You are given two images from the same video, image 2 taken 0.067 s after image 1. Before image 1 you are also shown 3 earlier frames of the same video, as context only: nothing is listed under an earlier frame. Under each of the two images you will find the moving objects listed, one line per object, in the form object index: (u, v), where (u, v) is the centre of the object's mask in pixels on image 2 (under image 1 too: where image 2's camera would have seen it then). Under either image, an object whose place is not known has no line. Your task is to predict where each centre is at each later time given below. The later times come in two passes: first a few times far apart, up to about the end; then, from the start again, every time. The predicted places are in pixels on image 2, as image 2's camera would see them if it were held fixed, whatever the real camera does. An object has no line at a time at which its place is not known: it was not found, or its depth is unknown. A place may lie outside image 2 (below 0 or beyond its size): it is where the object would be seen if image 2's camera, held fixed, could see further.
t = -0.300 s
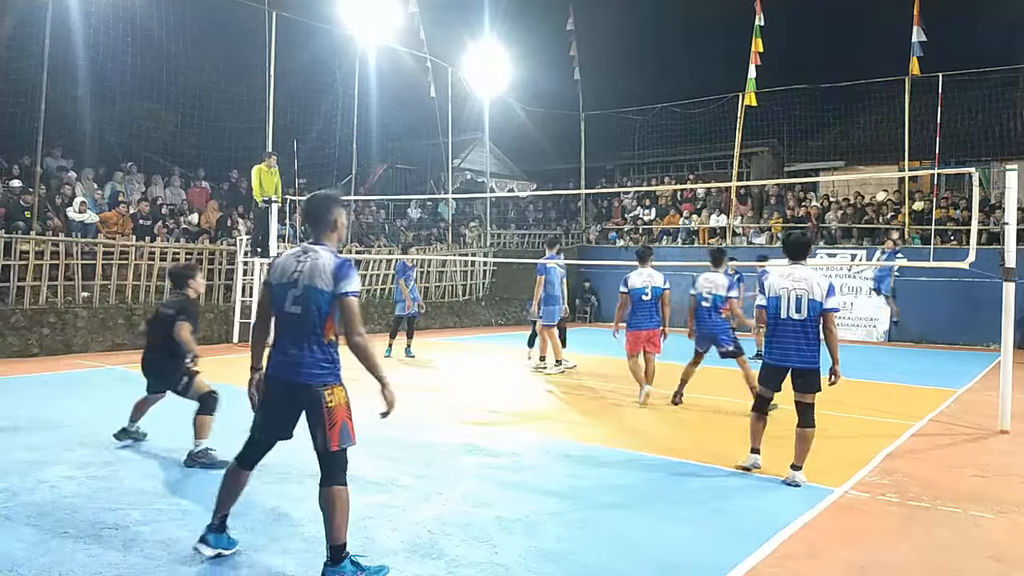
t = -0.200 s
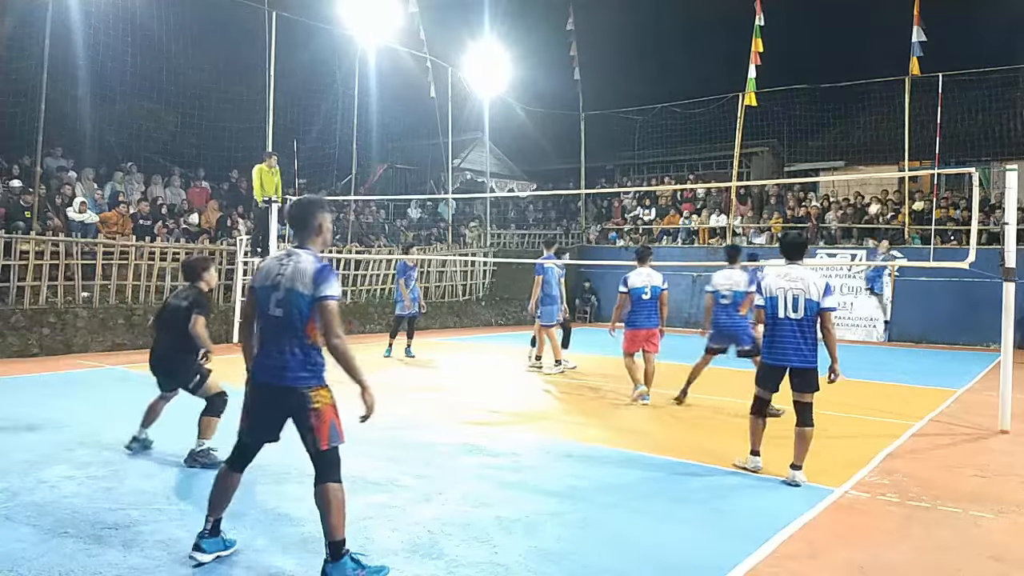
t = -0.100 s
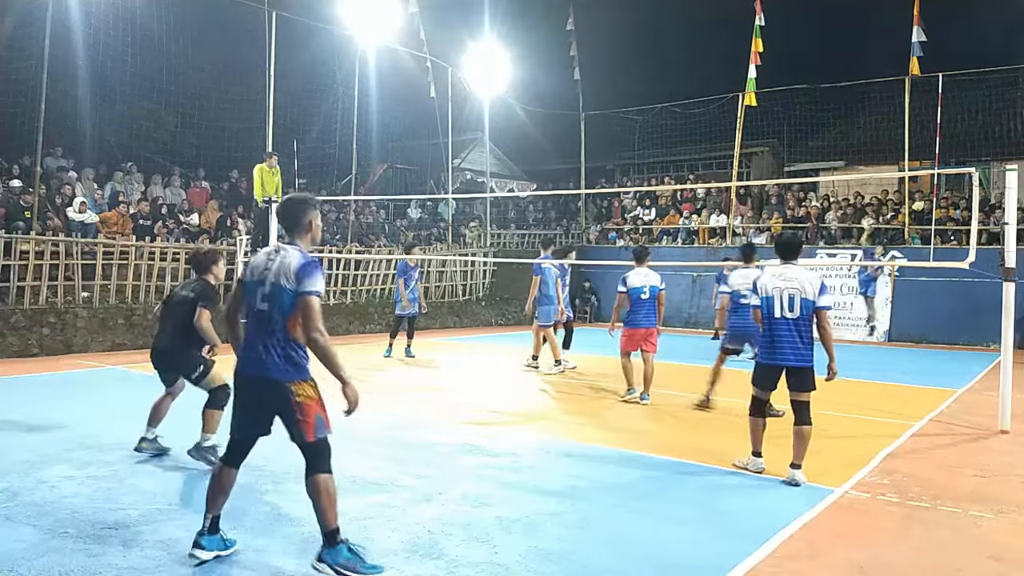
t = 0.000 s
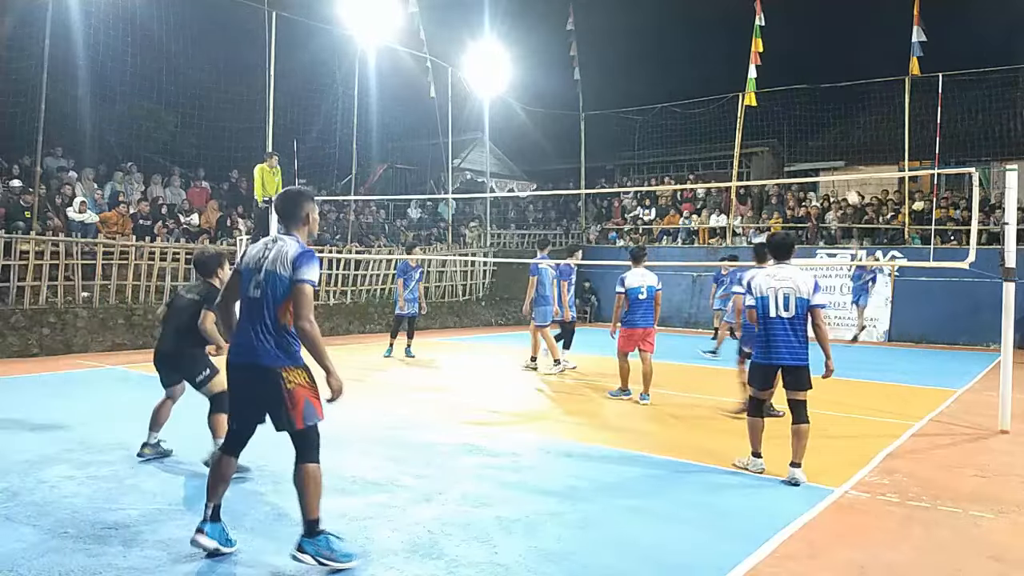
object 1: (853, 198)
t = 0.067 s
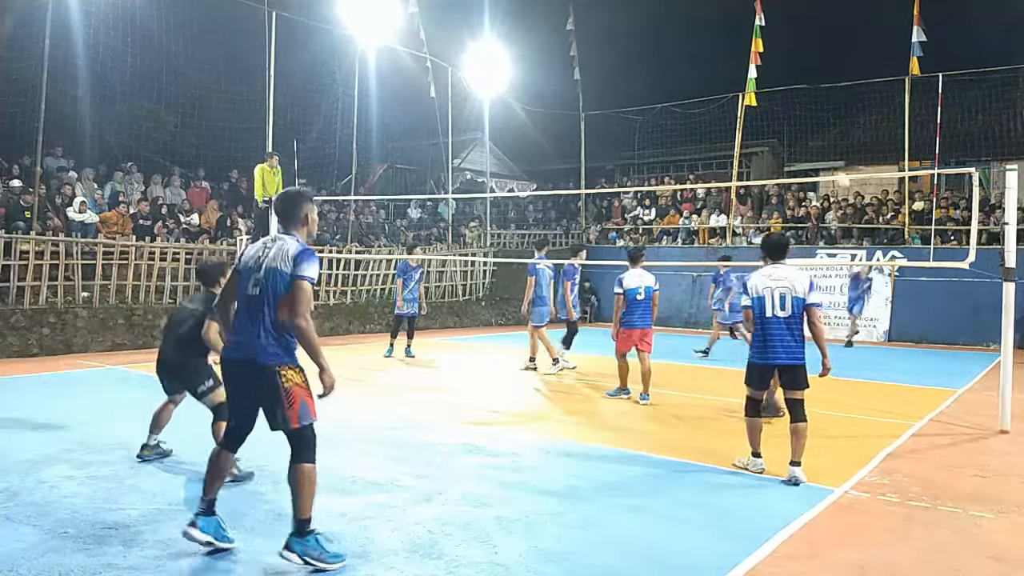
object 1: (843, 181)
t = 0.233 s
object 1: (806, 142)
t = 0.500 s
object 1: (733, 109)
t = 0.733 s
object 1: (634, 133)
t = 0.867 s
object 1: (556, 179)
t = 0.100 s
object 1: (834, 169)
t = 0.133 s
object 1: (828, 162)
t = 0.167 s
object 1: (821, 156)
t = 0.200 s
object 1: (814, 149)
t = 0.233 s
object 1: (806, 142)
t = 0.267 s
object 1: (798, 137)
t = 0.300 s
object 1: (791, 131)
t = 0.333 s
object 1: (781, 126)
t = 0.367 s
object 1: (773, 121)
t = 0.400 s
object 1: (764, 117)
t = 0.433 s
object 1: (755, 113)
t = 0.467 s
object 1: (744, 110)
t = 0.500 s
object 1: (733, 109)
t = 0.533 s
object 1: (720, 108)
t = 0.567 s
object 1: (708, 109)
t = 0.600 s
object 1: (696, 111)
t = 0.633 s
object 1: (681, 114)
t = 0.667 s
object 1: (666, 118)
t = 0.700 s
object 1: (652, 124)
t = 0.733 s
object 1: (634, 133)
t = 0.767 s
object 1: (618, 141)
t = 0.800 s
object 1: (597, 154)
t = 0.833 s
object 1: (575, 168)
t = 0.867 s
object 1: (556, 179)
